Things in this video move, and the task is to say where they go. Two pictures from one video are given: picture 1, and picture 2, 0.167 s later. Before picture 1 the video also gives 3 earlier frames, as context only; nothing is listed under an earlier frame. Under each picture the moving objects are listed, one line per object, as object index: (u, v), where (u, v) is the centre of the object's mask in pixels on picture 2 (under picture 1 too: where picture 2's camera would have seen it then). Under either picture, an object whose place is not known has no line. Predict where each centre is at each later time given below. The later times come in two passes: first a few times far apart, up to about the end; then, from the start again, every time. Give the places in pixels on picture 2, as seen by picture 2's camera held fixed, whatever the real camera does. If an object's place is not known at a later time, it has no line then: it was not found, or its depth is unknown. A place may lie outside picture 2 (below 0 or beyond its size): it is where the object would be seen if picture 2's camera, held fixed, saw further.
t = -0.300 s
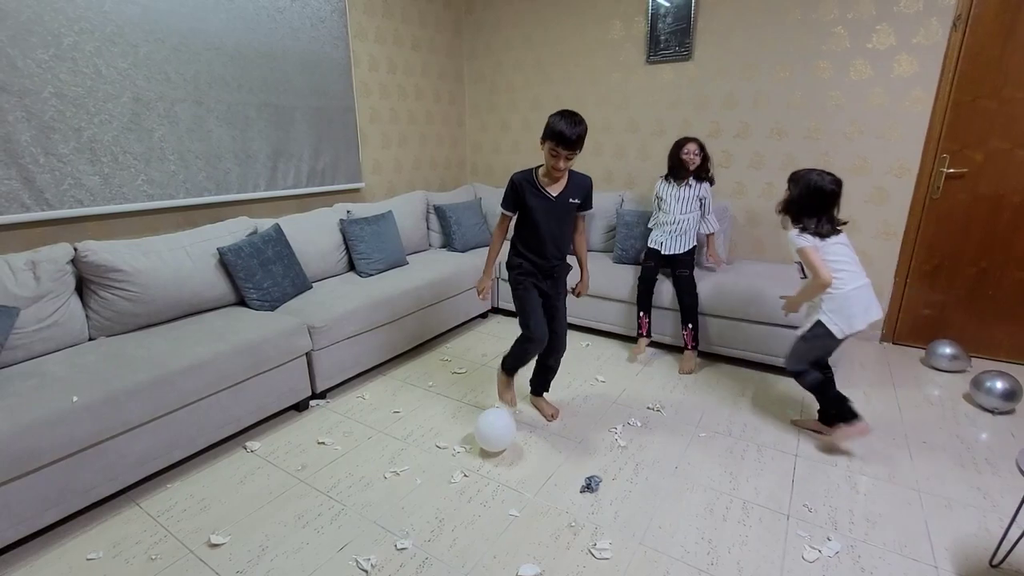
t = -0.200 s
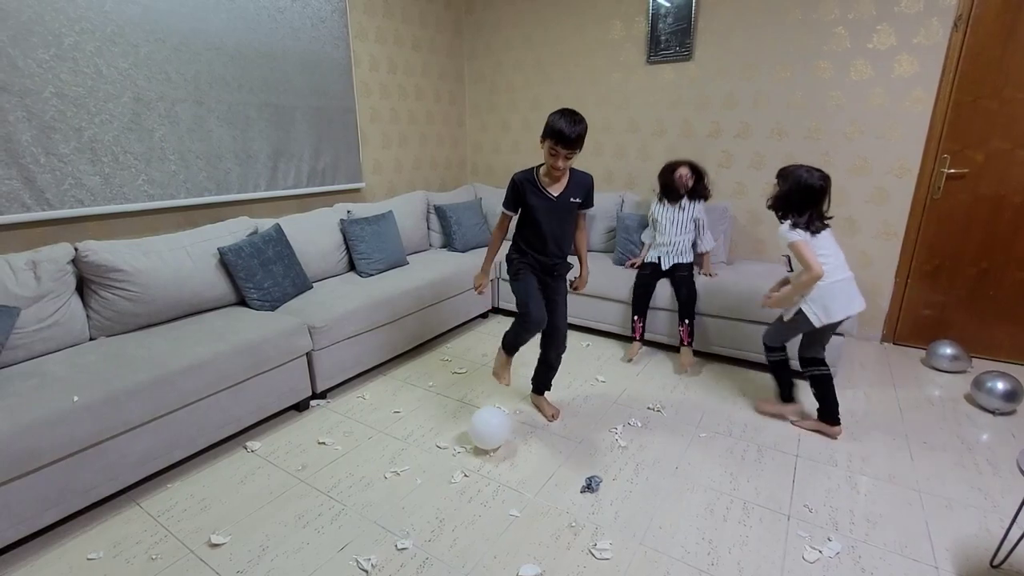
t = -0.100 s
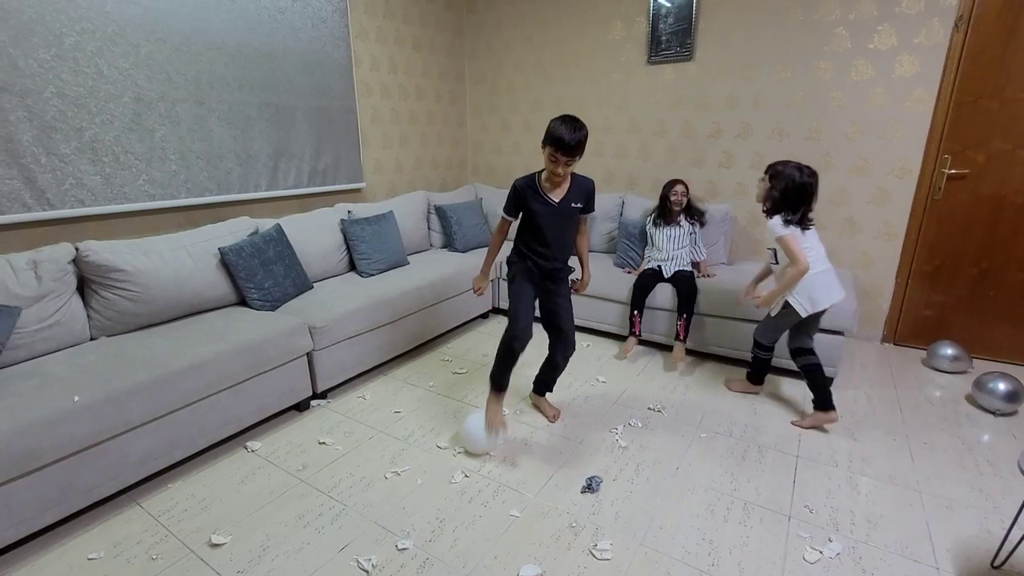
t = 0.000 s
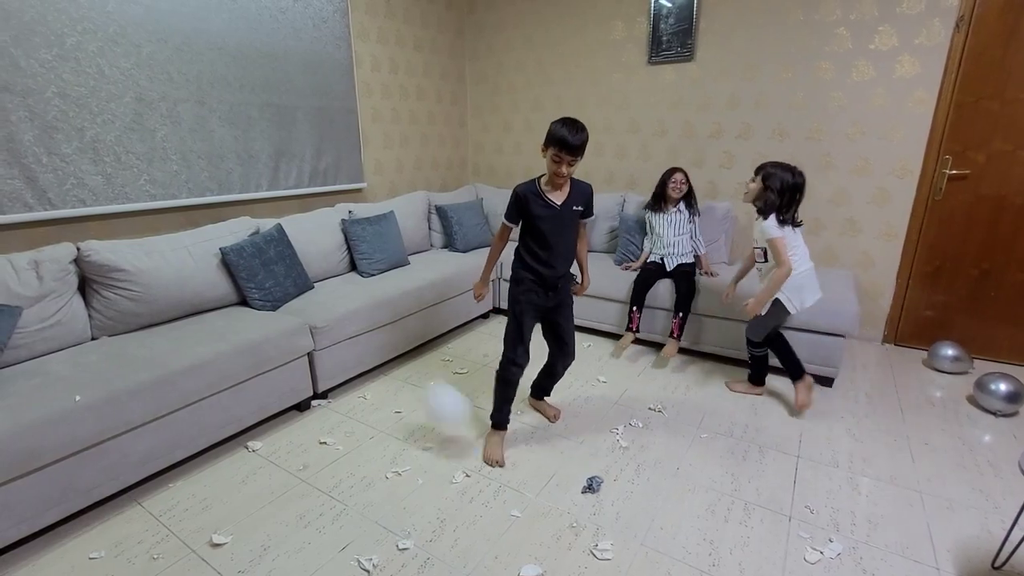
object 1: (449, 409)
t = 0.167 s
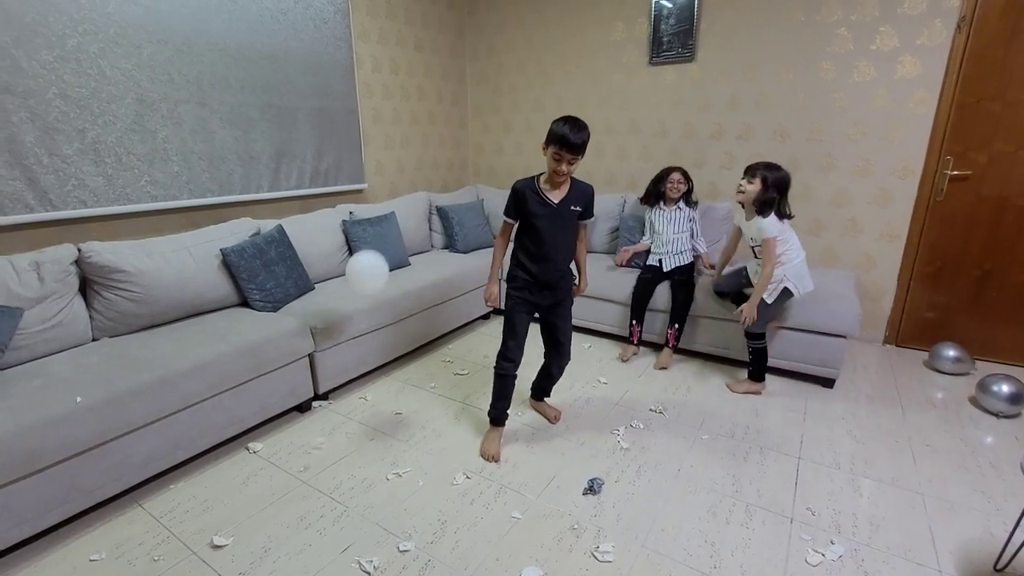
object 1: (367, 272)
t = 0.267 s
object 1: (358, 243)
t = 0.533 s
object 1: (330, 228)
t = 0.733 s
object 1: (304, 243)
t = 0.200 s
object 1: (365, 263)
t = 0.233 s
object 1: (358, 251)
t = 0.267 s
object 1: (358, 243)
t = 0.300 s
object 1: (353, 240)
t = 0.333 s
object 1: (349, 231)
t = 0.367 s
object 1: (349, 228)
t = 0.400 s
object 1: (345, 228)
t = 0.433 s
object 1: (339, 224)
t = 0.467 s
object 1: (339, 223)
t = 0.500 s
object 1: (336, 226)
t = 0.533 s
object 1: (330, 228)
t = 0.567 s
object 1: (327, 227)
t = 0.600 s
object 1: (326, 231)
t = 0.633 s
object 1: (321, 236)
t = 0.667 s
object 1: (313, 239)
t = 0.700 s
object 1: (307, 240)
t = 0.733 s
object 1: (304, 243)
